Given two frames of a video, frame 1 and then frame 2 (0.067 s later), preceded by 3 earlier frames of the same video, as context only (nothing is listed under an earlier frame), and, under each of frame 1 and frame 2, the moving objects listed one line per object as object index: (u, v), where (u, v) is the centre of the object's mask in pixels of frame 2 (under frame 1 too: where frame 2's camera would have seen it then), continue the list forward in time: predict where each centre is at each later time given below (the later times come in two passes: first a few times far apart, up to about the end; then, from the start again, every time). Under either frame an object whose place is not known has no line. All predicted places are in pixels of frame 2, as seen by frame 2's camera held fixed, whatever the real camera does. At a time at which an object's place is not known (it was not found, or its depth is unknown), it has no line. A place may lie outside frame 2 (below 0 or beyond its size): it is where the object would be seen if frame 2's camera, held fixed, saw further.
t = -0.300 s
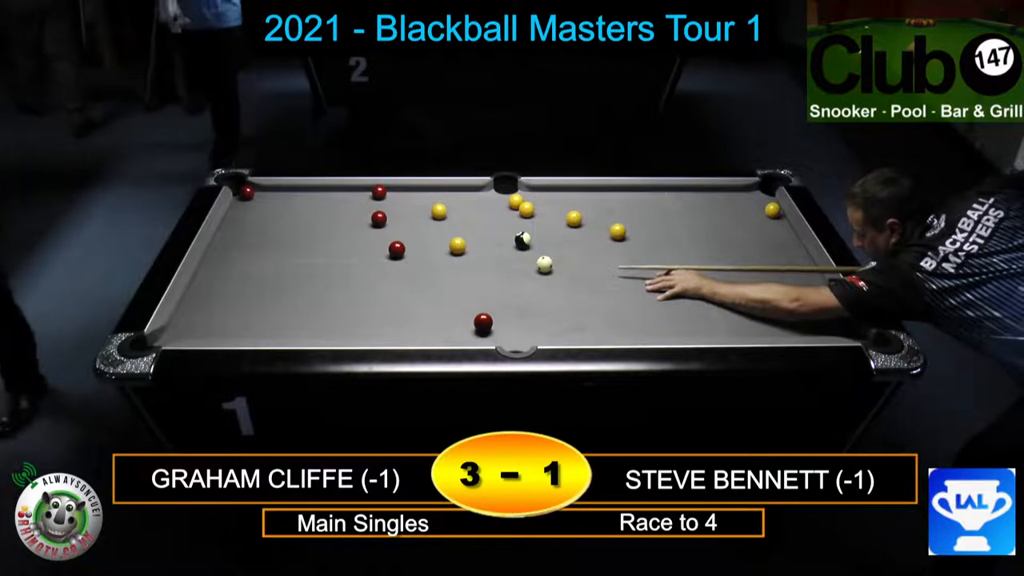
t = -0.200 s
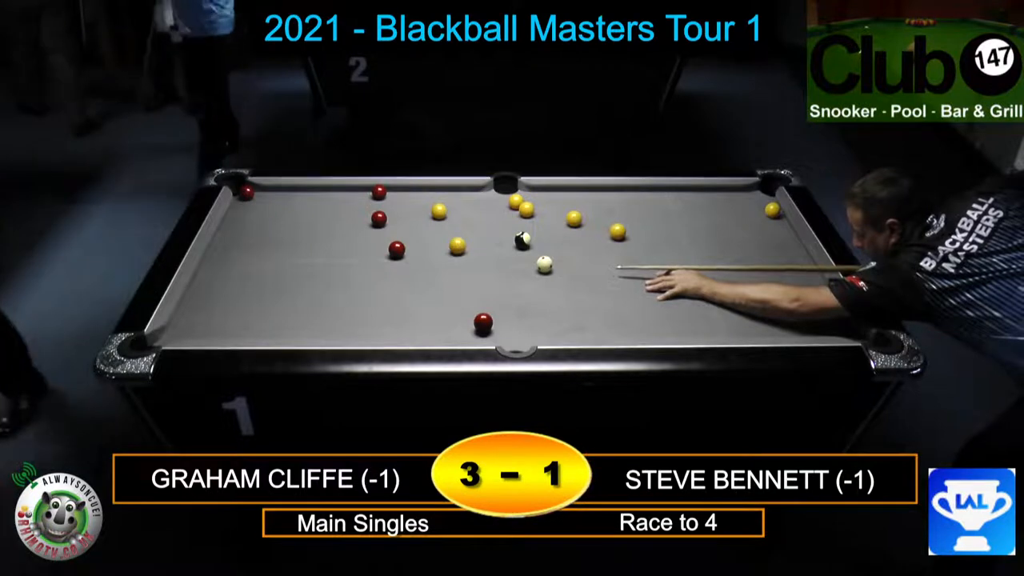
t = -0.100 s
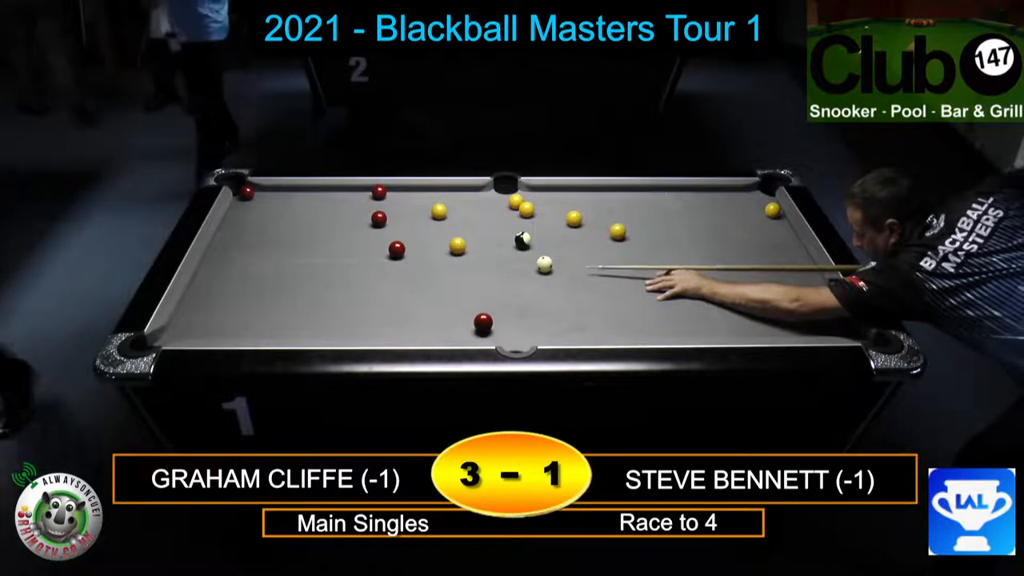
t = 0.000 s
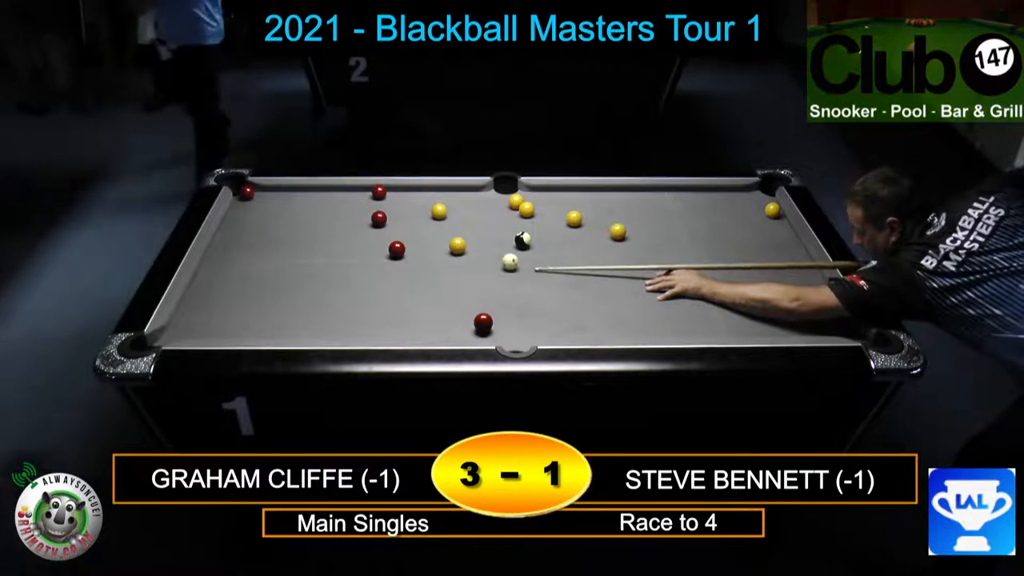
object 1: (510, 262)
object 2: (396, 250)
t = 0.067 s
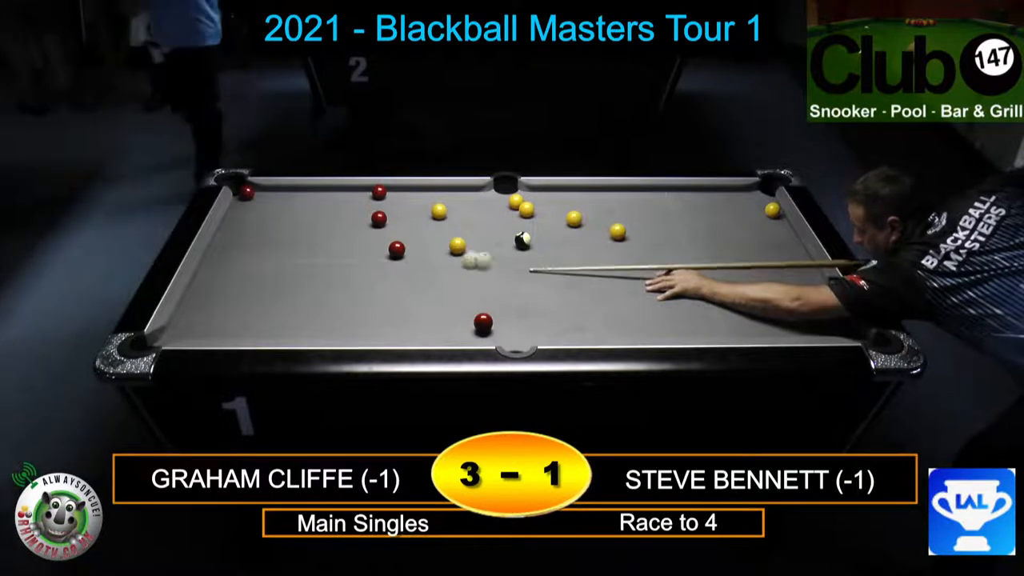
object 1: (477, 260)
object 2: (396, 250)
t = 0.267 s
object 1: (400, 263)
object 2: (373, 241)
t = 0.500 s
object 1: (380, 281)
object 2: (322, 222)
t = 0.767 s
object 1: (357, 304)
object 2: (272, 204)
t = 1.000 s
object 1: (338, 322)
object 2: (248, 197)
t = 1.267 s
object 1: (321, 333)
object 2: (243, 196)
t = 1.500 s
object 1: (319, 325)
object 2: (251, 194)
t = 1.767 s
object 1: (318, 313)
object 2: (259, 191)
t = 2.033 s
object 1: (317, 304)
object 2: (263, 190)
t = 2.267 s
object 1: (317, 296)
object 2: (267, 190)
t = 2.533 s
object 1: (317, 289)
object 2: (269, 191)
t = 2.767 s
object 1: (318, 284)
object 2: (270, 191)
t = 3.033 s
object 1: (318, 279)
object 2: (269, 191)
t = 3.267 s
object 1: (319, 276)
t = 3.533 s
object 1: (319, 273)
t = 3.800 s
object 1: (319, 272)
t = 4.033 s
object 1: (319, 271)
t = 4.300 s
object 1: (319, 271)
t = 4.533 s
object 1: (319, 271)
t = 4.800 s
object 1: (319, 271)
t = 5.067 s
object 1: (319, 271)
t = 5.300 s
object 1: (319, 271)
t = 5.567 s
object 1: (319, 271)
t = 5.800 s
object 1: (319, 271)
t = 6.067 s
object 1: (319, 271)
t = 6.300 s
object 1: (319, 271)
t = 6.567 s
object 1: (319, 271)
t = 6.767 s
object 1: (319, 271)
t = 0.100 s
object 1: (452, 259)
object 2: (396, 250)
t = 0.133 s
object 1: (428, 257)
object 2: (396, 250)
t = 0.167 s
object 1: (409, 256)
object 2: (393, 248)
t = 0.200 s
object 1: (405, 259)
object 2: (386, 246)
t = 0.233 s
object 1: (402, 260)
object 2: (380, 244)
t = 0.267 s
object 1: (400, 263)
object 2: (373, 241)
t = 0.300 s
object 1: (397, 266)
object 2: (363, 237)
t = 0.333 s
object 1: (393, 269)
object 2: (355, 234)
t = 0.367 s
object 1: (390, 272)
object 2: (346, 231)
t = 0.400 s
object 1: (388, 274)
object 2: (341, 229)
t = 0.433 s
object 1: (386, 276)
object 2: (336, 228)
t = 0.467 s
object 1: (383, 278)
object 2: (330, 225)
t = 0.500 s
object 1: (380, 281)
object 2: (322, 222)
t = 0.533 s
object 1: (377, 285)
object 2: (315, 219)
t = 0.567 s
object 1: (374, 288)
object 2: (307, 217)
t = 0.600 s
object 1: (371, 290)
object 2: (301, 214)
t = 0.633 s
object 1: (370, 292)
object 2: (298, 213)
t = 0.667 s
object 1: (367, 294)
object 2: (292, 211)
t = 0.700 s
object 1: (364, 297)
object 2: (285, 209)
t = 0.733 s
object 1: (360, 300)
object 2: (278, 206)
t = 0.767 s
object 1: (357, 304)
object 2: (272, 204)
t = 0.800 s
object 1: (355, 306)
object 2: (266, 201)
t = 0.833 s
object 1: (353, 307)
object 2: (263, 200)
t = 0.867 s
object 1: (351, 310)
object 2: (259, 199)
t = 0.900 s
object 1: (347, 313)
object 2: (255, 198)
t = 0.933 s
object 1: (344, 316)
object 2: (252, 197)
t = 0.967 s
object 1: (341, 319)
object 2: (250, 197)
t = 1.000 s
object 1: (338, 322)
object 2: (248, 197)
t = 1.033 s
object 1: (336, 324)
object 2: (247, 197)
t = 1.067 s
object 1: (335, 326)
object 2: (245, 196)
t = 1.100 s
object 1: (331, 328)
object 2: (243, 196)
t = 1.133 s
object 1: (328, 330)
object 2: (240, 197)
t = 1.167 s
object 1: (325, 332)
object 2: (240, 197)
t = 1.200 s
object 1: (322, 334)
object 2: (240, 196)
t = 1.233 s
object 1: (321, 334)
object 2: (242, 196)
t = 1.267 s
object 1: (321, 333)
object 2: (243, 196)
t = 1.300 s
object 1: (320, 332)
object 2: (244, 195)
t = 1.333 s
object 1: (320, 330)
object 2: (245, 194)
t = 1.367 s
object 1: (320, 330)
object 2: (247, 194)
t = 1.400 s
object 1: (320, 328)
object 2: (247, 194)
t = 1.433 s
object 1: (320, 328)
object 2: (248, 194)
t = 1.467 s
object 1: (319, 327)
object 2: (249, 194)
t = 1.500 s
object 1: (319, 325)
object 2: (251, 194)
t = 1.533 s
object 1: (319, 323)
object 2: (252, 193)
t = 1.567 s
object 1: (319, 321)
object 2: (254, 193)
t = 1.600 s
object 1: (319, 320)
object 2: (254, 192)
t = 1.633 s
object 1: (319, 319)
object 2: (255, 193)
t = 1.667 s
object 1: (318, 318)
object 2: (255, 192)
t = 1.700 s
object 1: (318, 316)
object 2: (257, 192)
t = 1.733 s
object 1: (318, 314)
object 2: (257, 192)
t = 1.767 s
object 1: (318, 313)
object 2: (259, 191)
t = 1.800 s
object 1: (318, 312)
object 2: (259, 191)
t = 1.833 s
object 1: (318, 311)
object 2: (259, 191)
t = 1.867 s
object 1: (318, 310)
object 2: (260, 191)
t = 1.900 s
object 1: (317, 308)
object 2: (261, 190)
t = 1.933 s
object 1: (317, 307)
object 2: (262, 190)
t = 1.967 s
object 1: (317, 305)
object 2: (263, 190)
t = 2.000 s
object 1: (317, 304)
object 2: (263, 190)
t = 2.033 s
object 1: (317, 304)
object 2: (263, 190)
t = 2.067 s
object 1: (317, 303)
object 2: (263, 190)
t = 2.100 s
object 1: (317, 301)
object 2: (264, 190)
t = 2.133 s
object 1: (317, 300)
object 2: (264, 190)
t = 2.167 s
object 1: (317, 299)
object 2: (265, 190)
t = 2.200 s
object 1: (317, 298)
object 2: (265, 190)
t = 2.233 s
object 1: (317, 297)
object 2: (265, 190)
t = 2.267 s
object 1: (317, 296)
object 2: (267, 190)
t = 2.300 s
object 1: (317, 295)
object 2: (267, 190)
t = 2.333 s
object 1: (317, 294)
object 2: (267, 190)
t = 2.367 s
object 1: (317, 293)
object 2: (268, 191)
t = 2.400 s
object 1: (317, 292)
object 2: (268, 191)
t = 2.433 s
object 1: (317, 292)
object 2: (268, 191)
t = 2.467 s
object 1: (317, 291)
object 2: (269, 191)
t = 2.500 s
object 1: (317, 290)
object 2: (269, 191)
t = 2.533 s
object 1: (317, 289)
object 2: (269, 191)
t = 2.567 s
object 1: (317, 288)
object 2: (269, 191)
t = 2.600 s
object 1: (318, 287)
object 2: (269, 191)
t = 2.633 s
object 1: (318, 287)
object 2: (269, 191)
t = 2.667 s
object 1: (318, 286)
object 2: (269, 191)
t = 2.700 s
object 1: (318, 285)
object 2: (269, 191)
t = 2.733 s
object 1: (318, 284)
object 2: (269, 191)
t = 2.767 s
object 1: (318, 284)
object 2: (270, 191)
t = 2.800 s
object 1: (318, 283)
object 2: (269, 191)
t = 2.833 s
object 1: (318, 283)
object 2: (269, 191)
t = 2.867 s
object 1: (318, 282)
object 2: (269, 191)
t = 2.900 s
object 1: (318, 281)
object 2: (270, 191)
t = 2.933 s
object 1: (318, 281)
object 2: (270, 191)
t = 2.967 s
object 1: (318, 280)
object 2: (270, 191)
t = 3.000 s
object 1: (318, 280)
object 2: (269, 191)
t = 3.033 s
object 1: (318, 279)
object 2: (269, 191)
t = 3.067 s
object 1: (318, 279)
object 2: (270, 191)
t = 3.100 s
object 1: (318, 278)
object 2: (270, 191)
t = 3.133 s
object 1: (319, 278)
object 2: (269, 191)
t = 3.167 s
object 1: (319, 277)
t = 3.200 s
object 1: (319, 277)
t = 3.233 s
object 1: (319, 277)
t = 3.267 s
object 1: (319, 276)
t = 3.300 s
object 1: (319, 276)
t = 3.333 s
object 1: (319, 275)
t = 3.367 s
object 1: (319, 275)
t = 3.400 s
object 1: (319, 275)
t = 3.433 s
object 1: (319, 275)
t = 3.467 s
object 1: (319, 274)
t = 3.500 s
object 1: (319, 274)
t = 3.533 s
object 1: (319, 273)
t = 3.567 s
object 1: (319, 273)
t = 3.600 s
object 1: (319, 273)
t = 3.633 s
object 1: (319, 273)
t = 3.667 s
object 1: (319, 273)
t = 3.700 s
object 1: (319, 272)
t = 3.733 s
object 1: (319, 272)
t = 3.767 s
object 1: (319, 272)
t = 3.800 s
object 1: (319, 272)
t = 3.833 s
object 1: (319, 272)
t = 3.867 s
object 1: (319, 272)
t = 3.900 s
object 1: (319, 271)
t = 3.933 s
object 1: (319, 271)
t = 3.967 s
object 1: (319, 271)
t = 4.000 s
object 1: (319, 271)
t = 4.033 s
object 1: (319, 271)
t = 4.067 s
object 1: (319, 271)
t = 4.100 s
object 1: (319, 271)
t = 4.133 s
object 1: (319, 271)
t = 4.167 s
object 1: (319, 271)
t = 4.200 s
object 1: (319, 271)
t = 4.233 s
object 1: (319, 271)
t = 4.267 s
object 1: (319, 271)
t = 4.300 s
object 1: (319, 271)
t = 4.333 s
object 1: (319, 271)
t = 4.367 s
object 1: (319, 271)
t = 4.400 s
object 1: (319, 271)
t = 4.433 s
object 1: (319, 271)
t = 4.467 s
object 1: (319, 271)
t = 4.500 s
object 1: (319, 271)
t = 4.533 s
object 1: (319, 271)
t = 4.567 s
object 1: (319, 271)
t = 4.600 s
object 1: (319, 271)
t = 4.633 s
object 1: (319, 271)
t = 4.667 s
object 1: (319, 271)
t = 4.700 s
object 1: (319, 271)
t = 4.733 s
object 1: (319, 271)
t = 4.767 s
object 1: (319, 271)
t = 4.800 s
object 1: (319, 271)
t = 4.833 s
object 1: (319, 271)
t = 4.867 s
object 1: (319, 271)
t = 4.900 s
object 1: (319, 271)
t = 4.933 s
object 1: (319, 271)
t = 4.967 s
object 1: (319, 271)
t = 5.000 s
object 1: (319, 271)
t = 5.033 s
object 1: (319, 271)
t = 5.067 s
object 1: (319, 271)
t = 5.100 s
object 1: (319, 271)
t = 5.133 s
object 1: (319, 271)
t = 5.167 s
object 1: (319, 271)
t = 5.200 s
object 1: (319, 271)
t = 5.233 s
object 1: (319, 271)
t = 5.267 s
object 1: (319, 271)
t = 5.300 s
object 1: (319, 271)
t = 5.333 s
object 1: (319, 271)
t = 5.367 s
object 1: (319, 271)
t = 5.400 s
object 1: (319, 271)
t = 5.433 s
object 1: (319, 271)
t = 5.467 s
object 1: (319, 271)
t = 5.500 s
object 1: (319, 271)
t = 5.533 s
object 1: (319, 271)
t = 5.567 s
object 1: (319, 271)
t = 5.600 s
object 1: (319, 271)
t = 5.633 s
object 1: (319, 271)
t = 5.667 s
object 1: (319, 271)
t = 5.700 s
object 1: (319, 271)
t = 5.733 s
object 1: (319, 271)
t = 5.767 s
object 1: (319, 271)
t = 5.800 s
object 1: (319, 271)
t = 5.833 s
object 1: (319, 271)
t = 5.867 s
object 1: (319, 271)
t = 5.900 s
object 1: (319, 271)
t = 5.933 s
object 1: (319, 271)
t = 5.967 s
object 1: (319, 271)
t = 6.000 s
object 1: (319, 271)
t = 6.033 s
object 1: (319, 271)
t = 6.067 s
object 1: (319, 271)
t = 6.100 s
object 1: (319, 271)
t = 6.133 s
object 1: (319, 271)
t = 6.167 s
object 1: (319, 271)
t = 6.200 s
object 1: (319, 271)
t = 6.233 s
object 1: (319, 271)
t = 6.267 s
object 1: (319, 271)
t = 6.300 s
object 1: (319, 271)
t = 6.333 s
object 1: (319, 271)
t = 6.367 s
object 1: (319, 271)
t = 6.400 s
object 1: (319, 271)
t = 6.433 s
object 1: (319, 271)
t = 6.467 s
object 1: (319, 271)
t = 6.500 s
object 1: (319, 271)
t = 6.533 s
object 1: (319, 271)
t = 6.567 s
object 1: (319, 271)
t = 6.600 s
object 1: (319, 271)
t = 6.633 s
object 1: (319, 271)
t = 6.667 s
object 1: (319, 271)
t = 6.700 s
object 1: (319, 271)
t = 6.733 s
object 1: (319, 271)
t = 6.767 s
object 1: (319, 271)
